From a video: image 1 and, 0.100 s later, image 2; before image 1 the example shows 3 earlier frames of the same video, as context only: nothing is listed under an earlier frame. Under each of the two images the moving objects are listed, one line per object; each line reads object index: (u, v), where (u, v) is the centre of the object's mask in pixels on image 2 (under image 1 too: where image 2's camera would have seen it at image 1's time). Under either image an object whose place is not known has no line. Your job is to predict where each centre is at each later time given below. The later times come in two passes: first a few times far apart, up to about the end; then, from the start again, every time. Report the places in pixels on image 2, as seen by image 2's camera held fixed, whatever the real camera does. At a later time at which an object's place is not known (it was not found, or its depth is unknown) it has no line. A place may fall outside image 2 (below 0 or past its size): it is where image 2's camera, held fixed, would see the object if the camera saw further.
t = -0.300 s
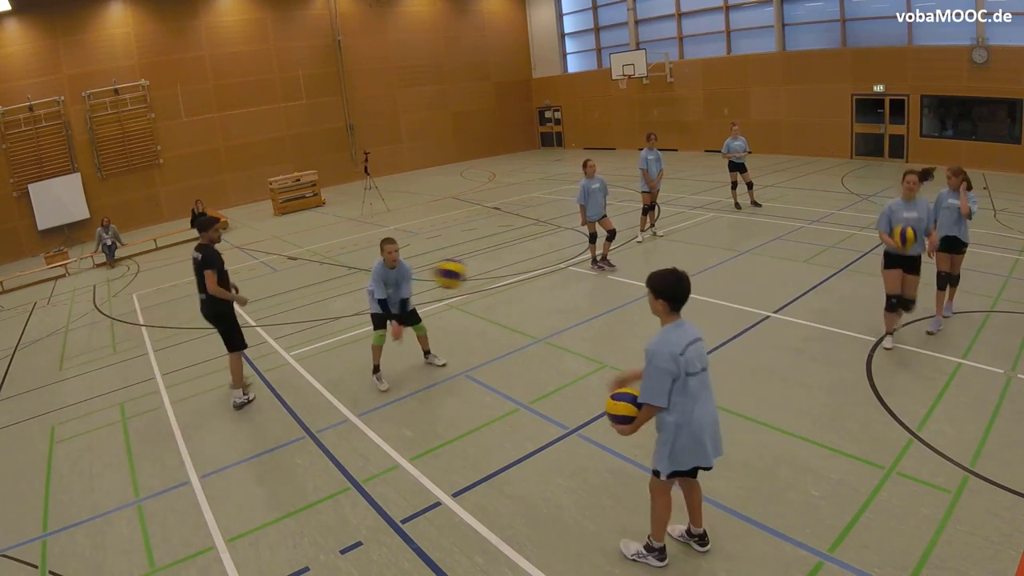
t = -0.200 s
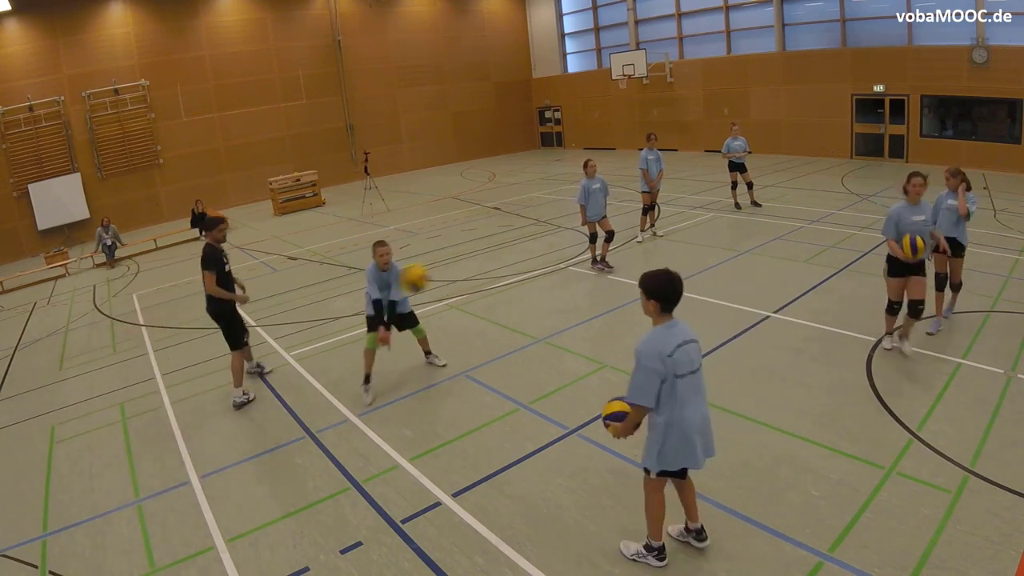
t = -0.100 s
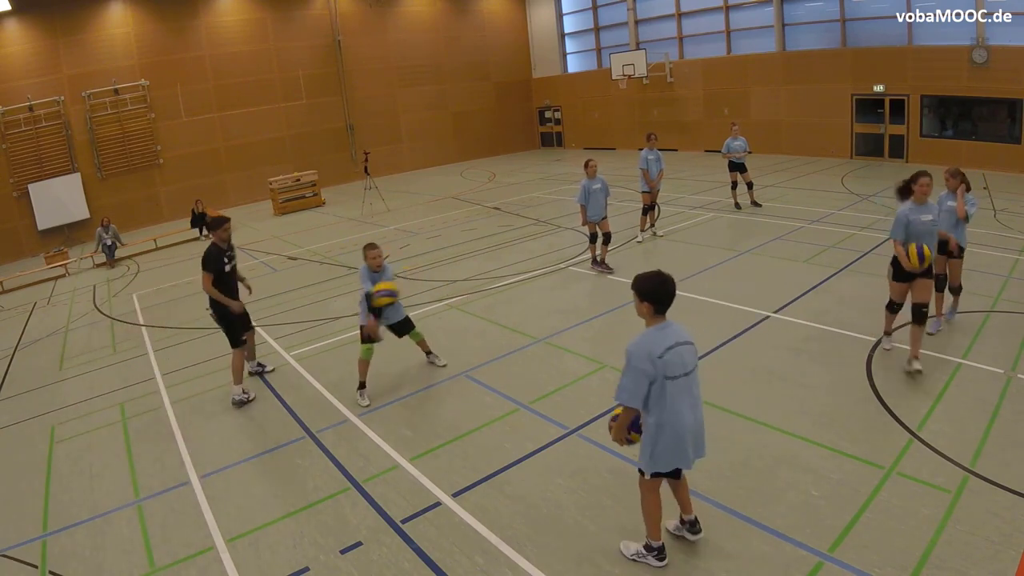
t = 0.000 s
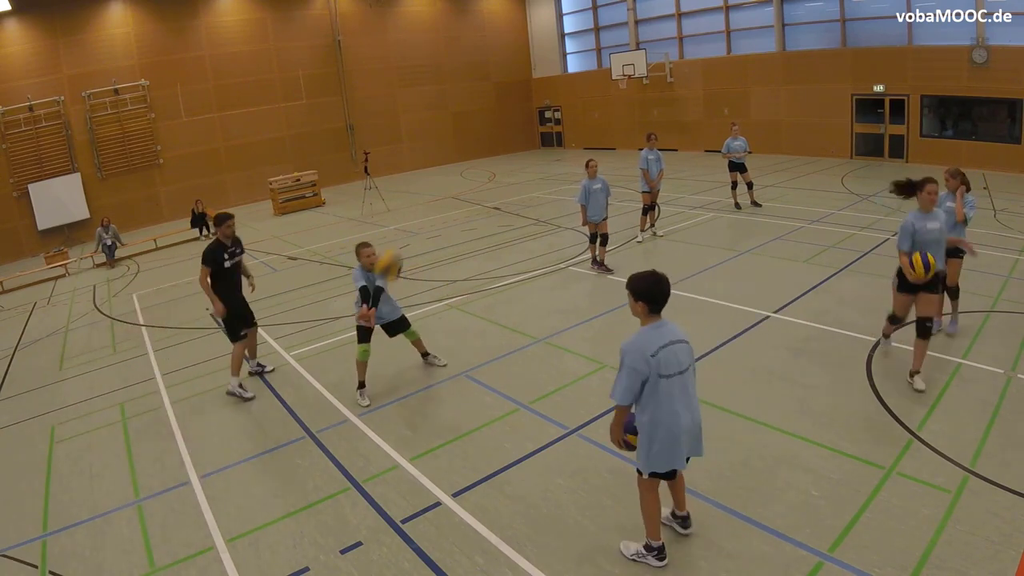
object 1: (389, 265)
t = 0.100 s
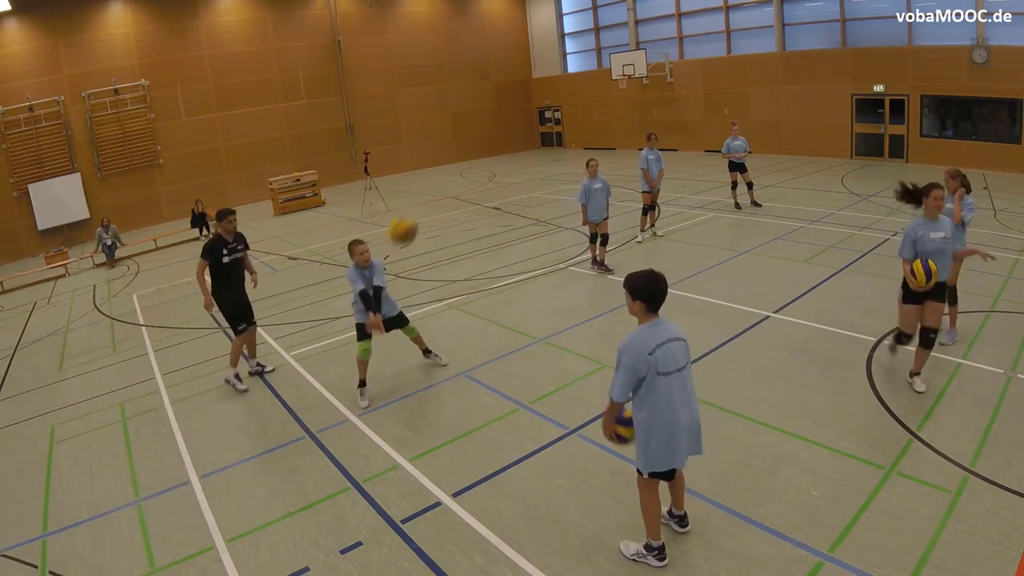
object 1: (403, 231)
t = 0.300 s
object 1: (442, 193)
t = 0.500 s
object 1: (490, 211)
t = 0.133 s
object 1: (409, 220)
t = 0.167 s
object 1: (414, 214)
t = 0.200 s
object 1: (421, 206)
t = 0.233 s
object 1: (428, 201)
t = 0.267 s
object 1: (435, 197)
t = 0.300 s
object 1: (442, 193)
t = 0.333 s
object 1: (448, 192)
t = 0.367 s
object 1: (456, 193)
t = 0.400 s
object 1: (465, 195)
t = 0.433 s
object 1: (473, 199)
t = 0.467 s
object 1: (482, 204)
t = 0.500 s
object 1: (490, 211)
